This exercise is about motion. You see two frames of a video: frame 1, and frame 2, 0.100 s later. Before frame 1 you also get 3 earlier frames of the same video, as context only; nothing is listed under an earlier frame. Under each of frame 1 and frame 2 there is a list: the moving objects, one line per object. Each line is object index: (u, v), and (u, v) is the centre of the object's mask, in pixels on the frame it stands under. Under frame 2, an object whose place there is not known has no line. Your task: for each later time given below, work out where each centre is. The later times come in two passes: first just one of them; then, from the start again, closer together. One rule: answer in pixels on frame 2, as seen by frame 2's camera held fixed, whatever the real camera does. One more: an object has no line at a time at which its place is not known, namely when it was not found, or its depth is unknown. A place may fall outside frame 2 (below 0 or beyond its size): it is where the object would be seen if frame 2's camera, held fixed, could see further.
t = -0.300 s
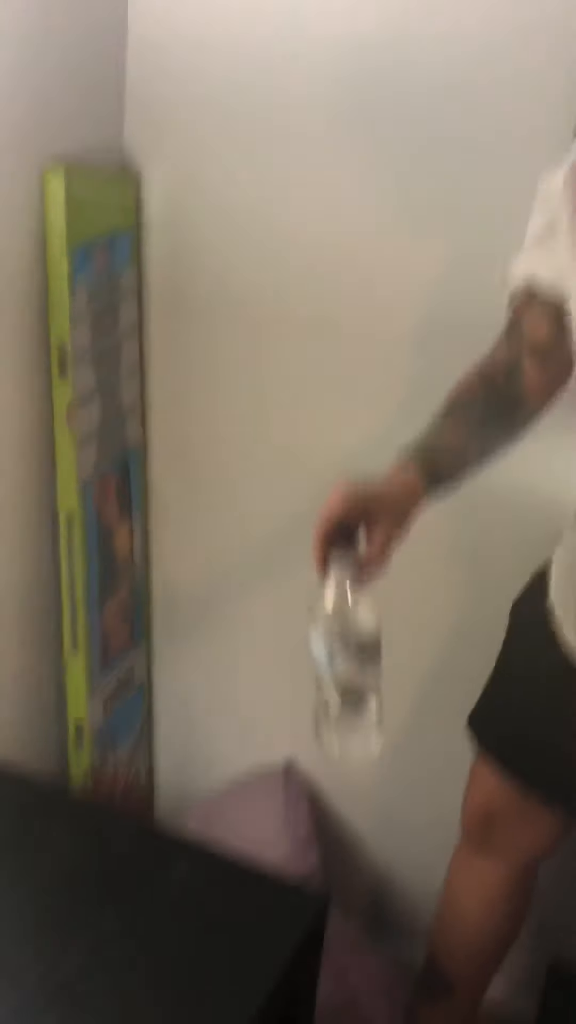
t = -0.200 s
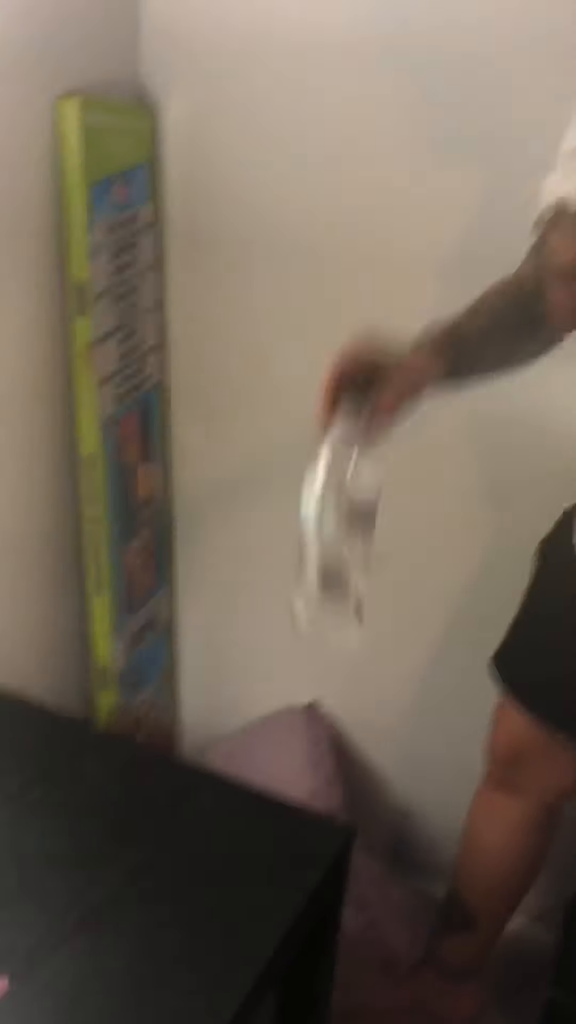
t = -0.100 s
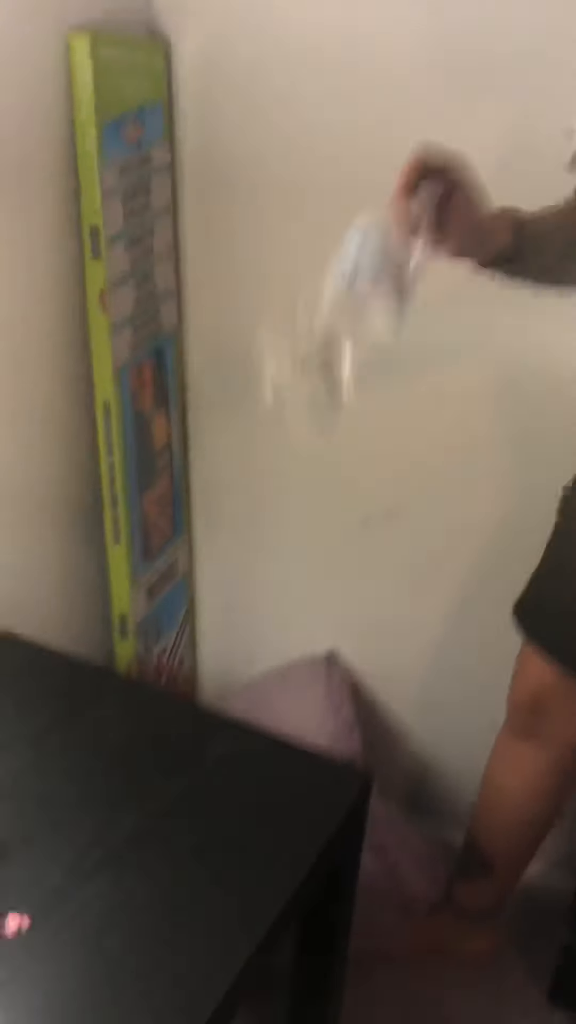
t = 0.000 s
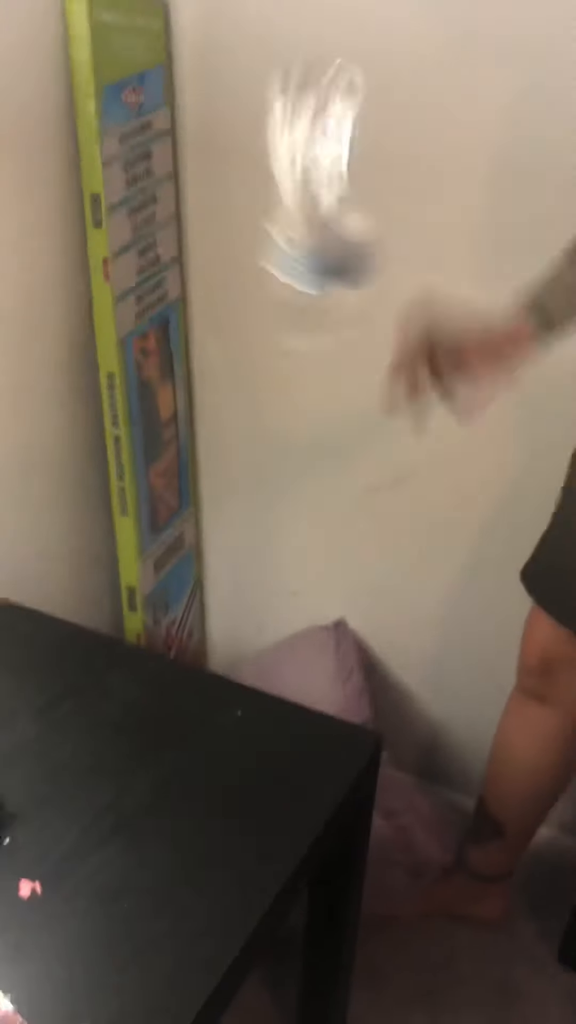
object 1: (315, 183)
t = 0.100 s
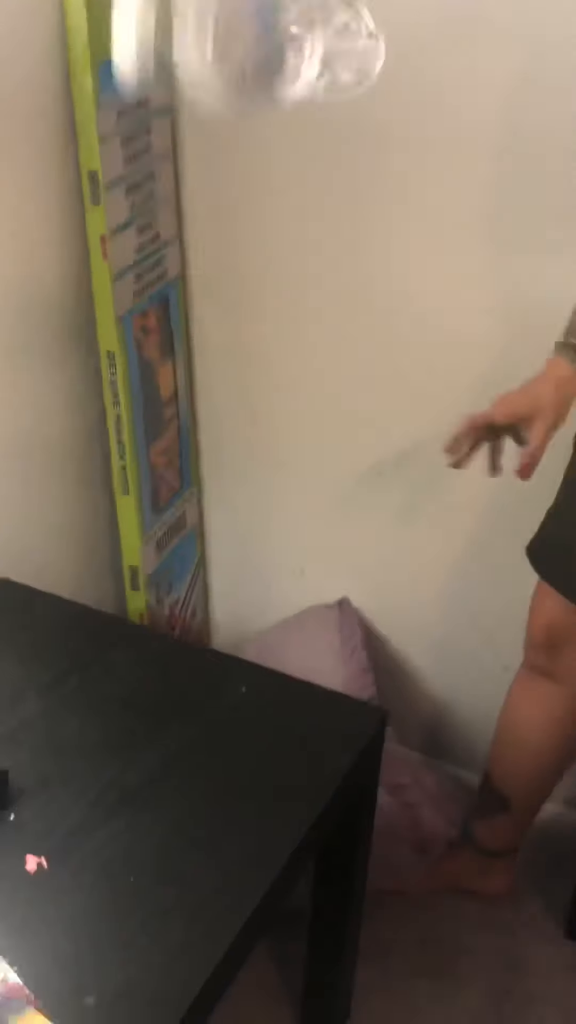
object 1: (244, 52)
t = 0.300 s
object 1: (287, 316)
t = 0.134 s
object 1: (295, 58)
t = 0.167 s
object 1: (304, 93)
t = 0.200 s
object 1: (292, 129)
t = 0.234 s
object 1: (285, 167)
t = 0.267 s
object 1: (284, 223)
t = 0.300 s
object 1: (287, 316)
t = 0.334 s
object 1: (288, 417)
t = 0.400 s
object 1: (272, 646)
